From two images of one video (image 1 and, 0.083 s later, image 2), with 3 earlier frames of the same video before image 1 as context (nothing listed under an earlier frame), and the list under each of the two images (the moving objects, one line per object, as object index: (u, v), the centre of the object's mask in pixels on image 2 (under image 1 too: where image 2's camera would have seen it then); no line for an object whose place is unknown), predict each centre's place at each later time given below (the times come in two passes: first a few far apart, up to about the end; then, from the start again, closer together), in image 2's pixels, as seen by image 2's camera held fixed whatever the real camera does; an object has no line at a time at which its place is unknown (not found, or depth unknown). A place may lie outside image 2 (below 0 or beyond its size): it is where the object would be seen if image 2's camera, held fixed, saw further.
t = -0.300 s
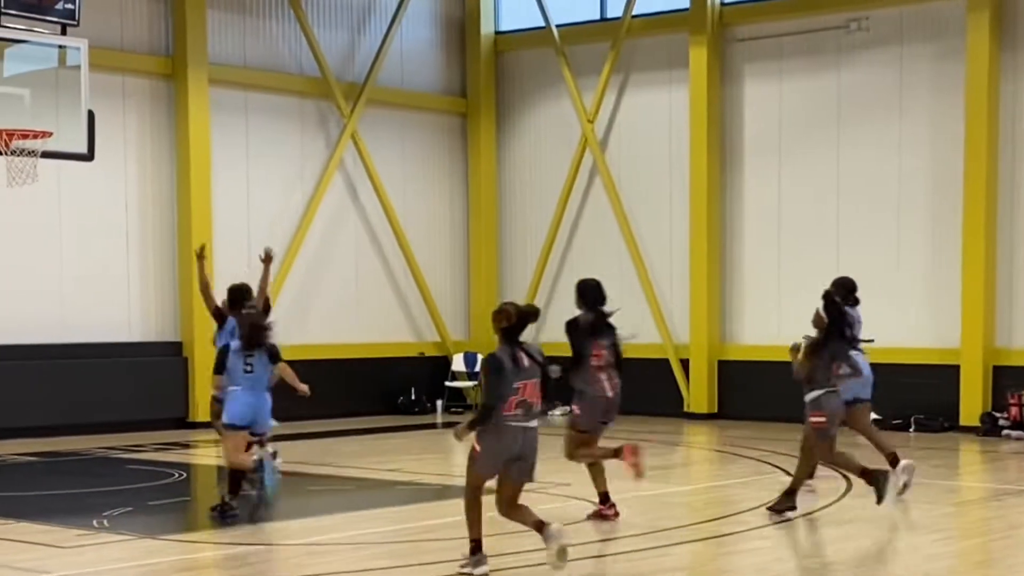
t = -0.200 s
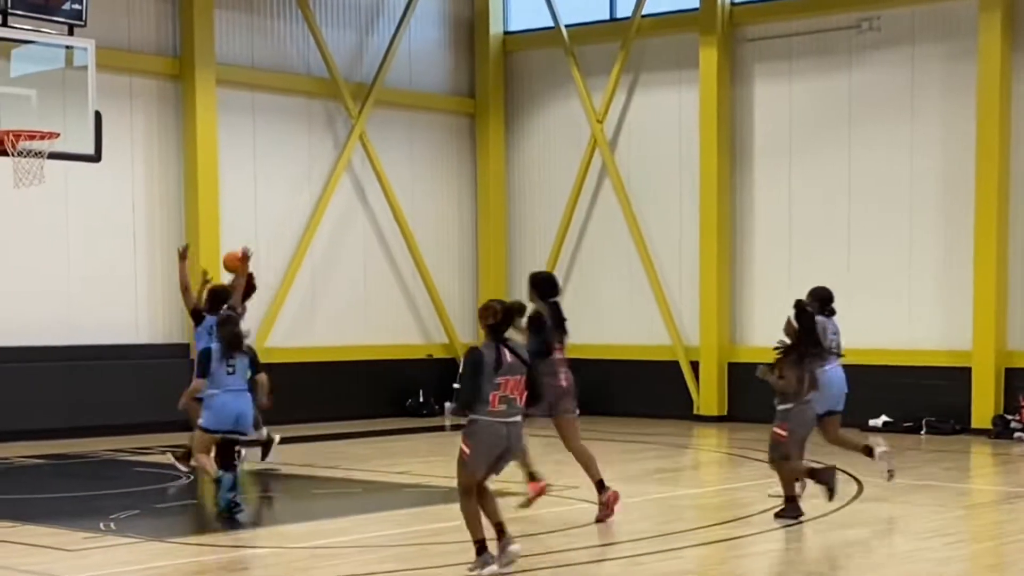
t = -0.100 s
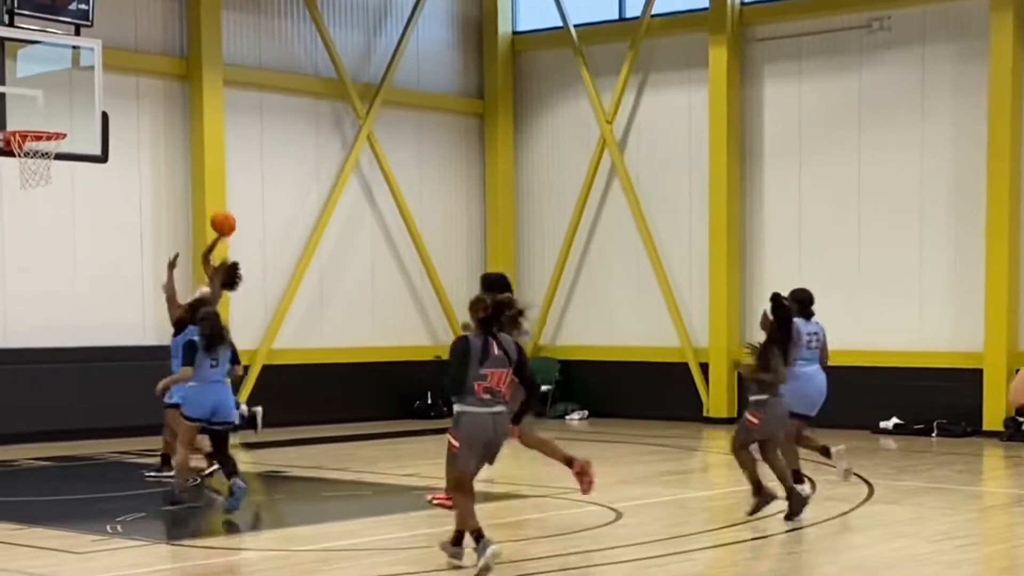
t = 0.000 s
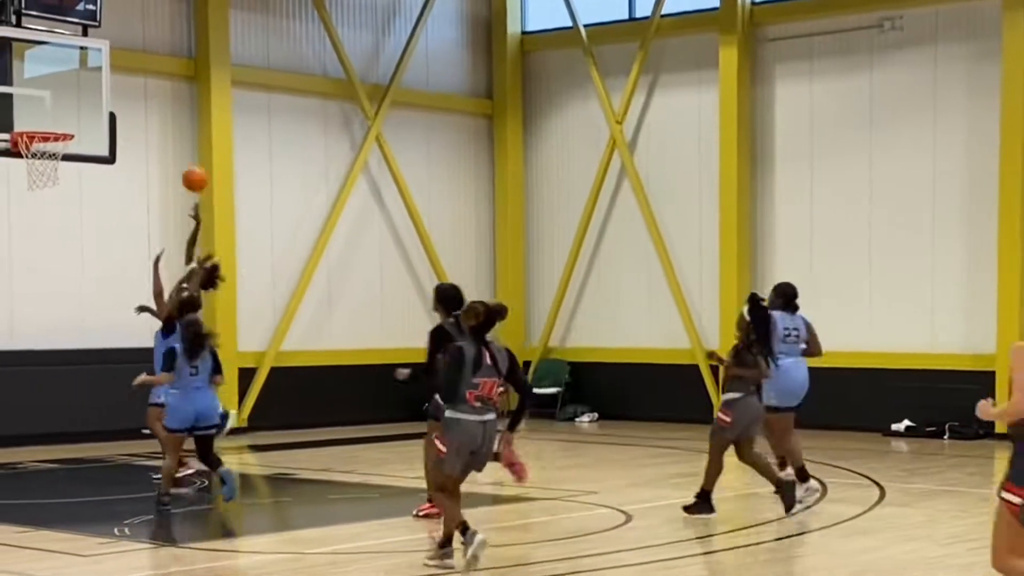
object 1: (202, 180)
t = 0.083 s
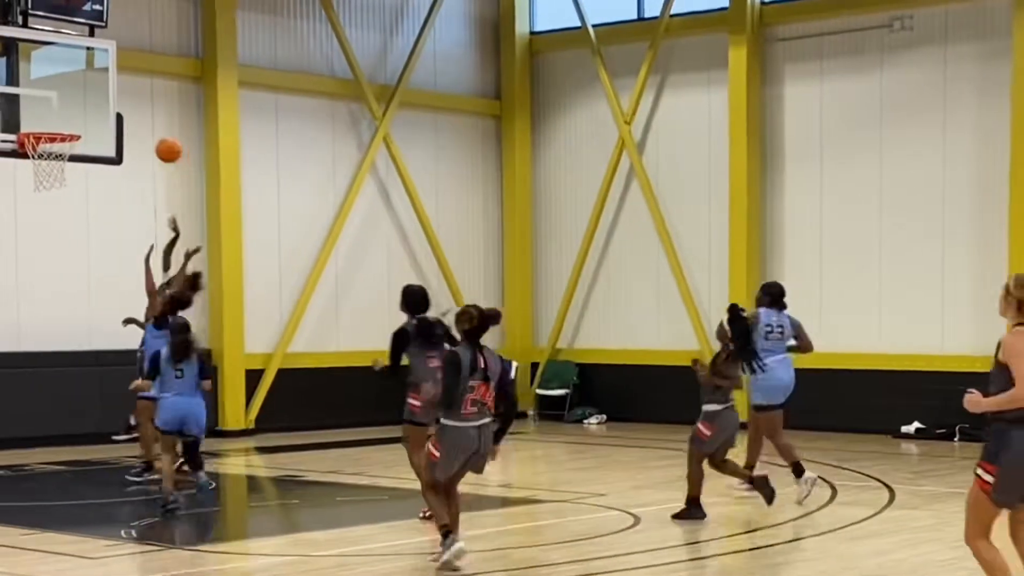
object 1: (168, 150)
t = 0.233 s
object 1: (108, 115)
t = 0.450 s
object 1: (45, 106)
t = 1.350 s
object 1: (38, 260)
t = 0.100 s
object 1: (162, 145)
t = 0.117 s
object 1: (155, 141)
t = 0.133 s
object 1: (148, 136)
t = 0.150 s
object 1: (142, 132)
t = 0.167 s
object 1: (135, 128)
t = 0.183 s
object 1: (128, 124)
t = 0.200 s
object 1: (121, 121)
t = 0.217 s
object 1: (114, 117)
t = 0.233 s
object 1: (108, 115)
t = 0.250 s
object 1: (100, 112)
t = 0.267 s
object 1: (94, 110)
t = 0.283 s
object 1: (87, 108)
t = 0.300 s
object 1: (80, 106)
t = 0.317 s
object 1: (73, 105)
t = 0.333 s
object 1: (66, 104)
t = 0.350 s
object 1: (59, 104)
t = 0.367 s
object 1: (52, 103)
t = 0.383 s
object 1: (50, 103)
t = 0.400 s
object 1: (49, 104)
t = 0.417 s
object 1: (48, 104)
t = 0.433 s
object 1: (47, 105)
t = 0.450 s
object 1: (45, 106)
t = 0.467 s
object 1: (44, 108)
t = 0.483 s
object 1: (43, 109)
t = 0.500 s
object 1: (43, 111)
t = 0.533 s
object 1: (40, 117)
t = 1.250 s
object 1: (34, 219)
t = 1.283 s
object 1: (35, 231)
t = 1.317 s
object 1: (37, 245)
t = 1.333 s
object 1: (37, 252)
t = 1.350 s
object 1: (38, 260)
